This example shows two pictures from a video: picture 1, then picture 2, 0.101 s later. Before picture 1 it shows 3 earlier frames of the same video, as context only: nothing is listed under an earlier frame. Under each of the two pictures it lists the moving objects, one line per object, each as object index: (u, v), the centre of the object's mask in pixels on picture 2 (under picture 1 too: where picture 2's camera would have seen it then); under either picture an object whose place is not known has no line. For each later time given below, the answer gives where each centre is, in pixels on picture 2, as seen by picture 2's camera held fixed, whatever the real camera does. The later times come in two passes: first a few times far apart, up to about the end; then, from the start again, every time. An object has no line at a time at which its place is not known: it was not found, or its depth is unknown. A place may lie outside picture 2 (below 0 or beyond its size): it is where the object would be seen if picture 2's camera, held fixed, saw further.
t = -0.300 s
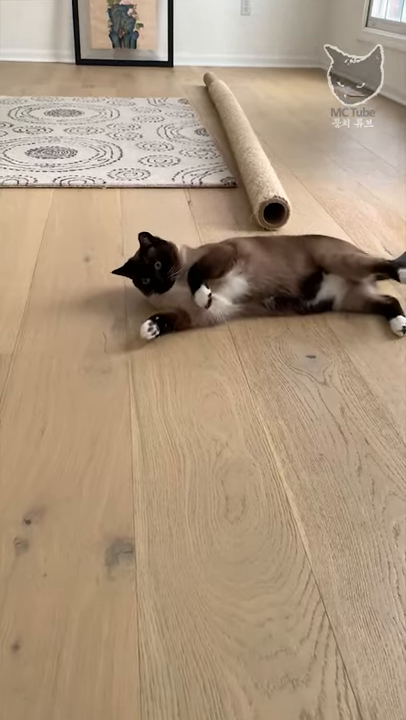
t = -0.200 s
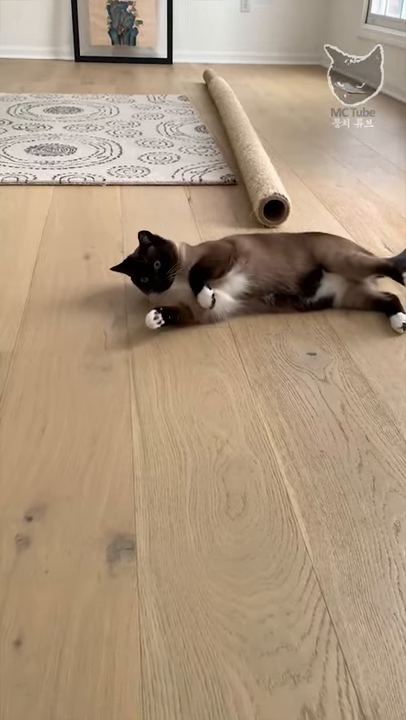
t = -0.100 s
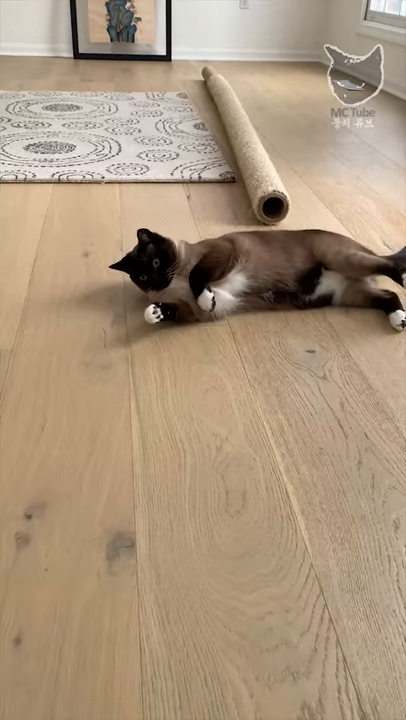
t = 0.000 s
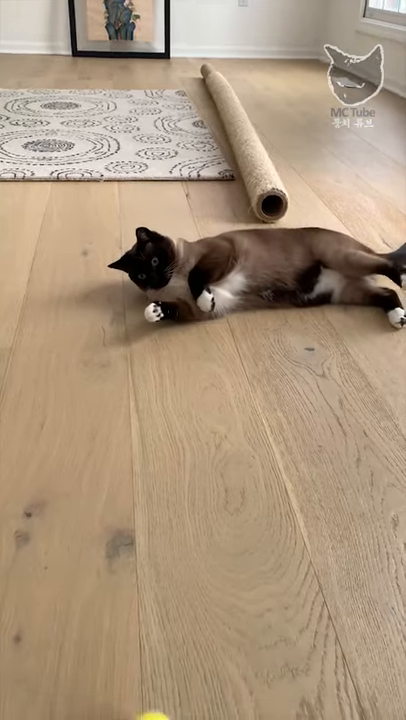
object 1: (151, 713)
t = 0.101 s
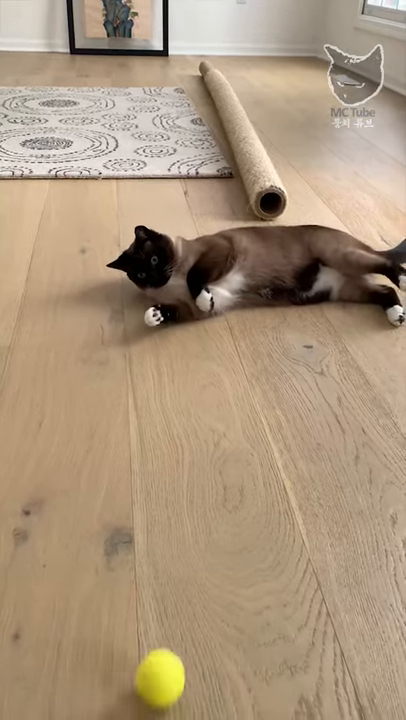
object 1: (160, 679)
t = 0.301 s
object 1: (176, 579)
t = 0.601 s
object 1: (194, 475)
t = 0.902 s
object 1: (206, 402)
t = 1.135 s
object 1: (214, 359)
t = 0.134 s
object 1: (163, 660)
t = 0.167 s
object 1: (166, 642)
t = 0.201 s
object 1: (169, 625)
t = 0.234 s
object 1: (172, 609)
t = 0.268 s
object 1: (174, 594)
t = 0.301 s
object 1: (176, 579)
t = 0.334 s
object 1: (178, 566)
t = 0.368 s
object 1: (181, 553)
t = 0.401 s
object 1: (184, 540)
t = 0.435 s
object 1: (185, 528)
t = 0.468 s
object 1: (187, 516)
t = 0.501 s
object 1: (189, 505)
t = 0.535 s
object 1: (190, 495)
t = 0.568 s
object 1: (192, 485)
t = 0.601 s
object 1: (194, 475)
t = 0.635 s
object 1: (195, 466)
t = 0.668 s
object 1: (197, 457)
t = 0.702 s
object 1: (199, 448)
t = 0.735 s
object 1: (200, 440)
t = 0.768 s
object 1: (201, 432)
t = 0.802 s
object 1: (203, 424)
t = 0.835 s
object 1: (204, 417)
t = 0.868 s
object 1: (205, 410)
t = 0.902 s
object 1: (206, 402)
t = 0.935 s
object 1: (207, 396)
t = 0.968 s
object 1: (209, 389)
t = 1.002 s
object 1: (210, 383)
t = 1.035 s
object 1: (211, 377)
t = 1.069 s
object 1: (212, 371)
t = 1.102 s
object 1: (213, 365)
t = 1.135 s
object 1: (214, 359)
